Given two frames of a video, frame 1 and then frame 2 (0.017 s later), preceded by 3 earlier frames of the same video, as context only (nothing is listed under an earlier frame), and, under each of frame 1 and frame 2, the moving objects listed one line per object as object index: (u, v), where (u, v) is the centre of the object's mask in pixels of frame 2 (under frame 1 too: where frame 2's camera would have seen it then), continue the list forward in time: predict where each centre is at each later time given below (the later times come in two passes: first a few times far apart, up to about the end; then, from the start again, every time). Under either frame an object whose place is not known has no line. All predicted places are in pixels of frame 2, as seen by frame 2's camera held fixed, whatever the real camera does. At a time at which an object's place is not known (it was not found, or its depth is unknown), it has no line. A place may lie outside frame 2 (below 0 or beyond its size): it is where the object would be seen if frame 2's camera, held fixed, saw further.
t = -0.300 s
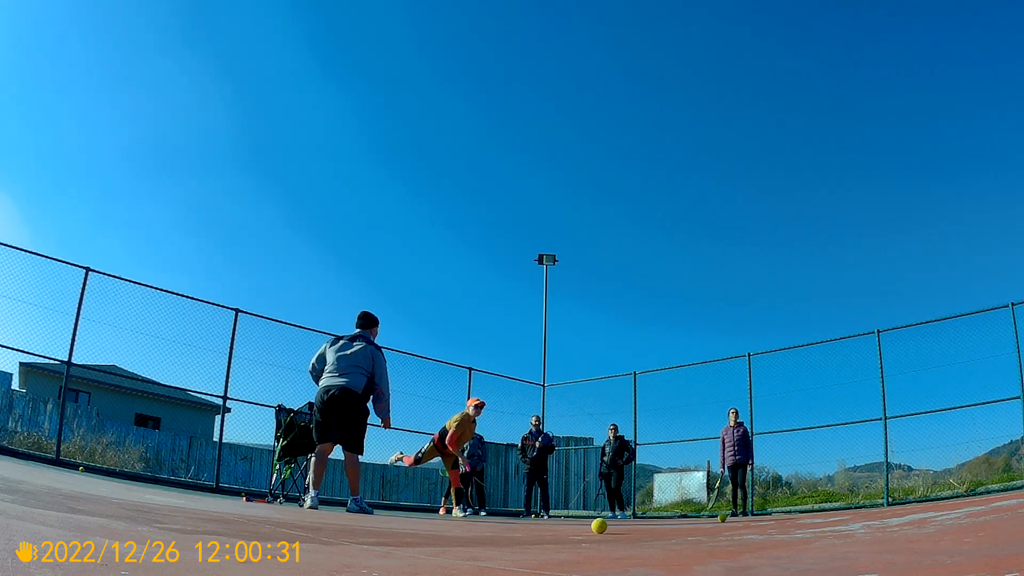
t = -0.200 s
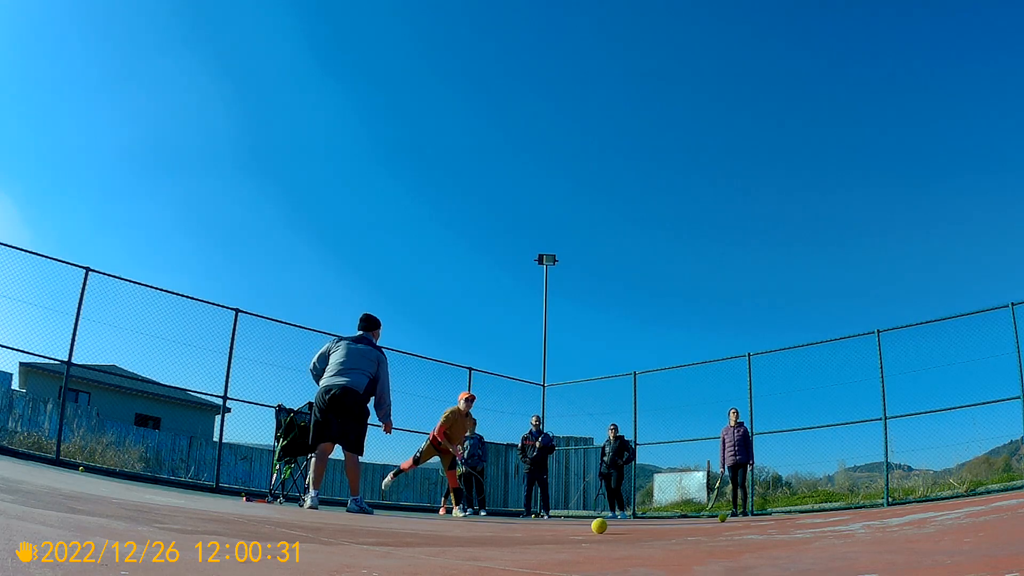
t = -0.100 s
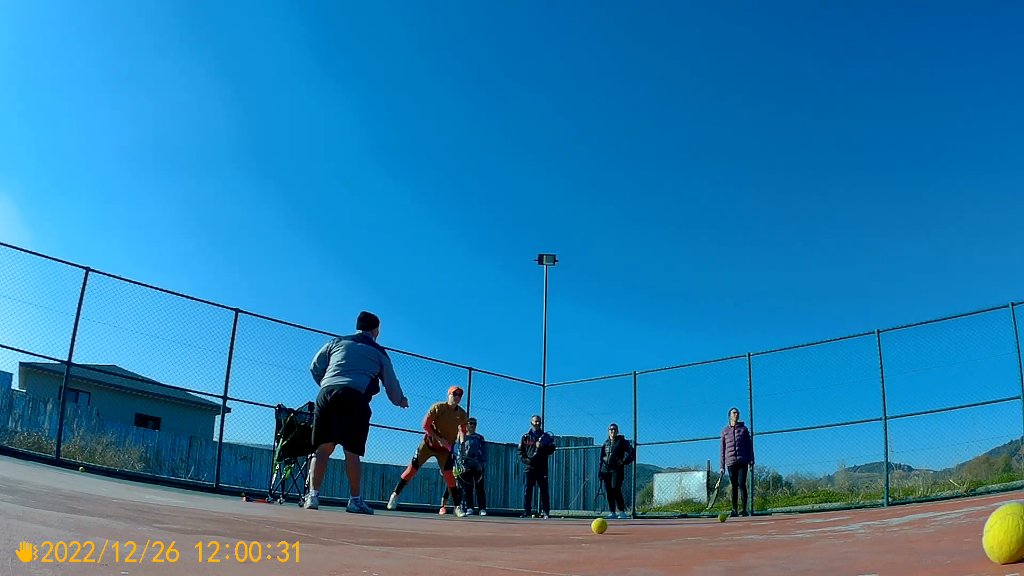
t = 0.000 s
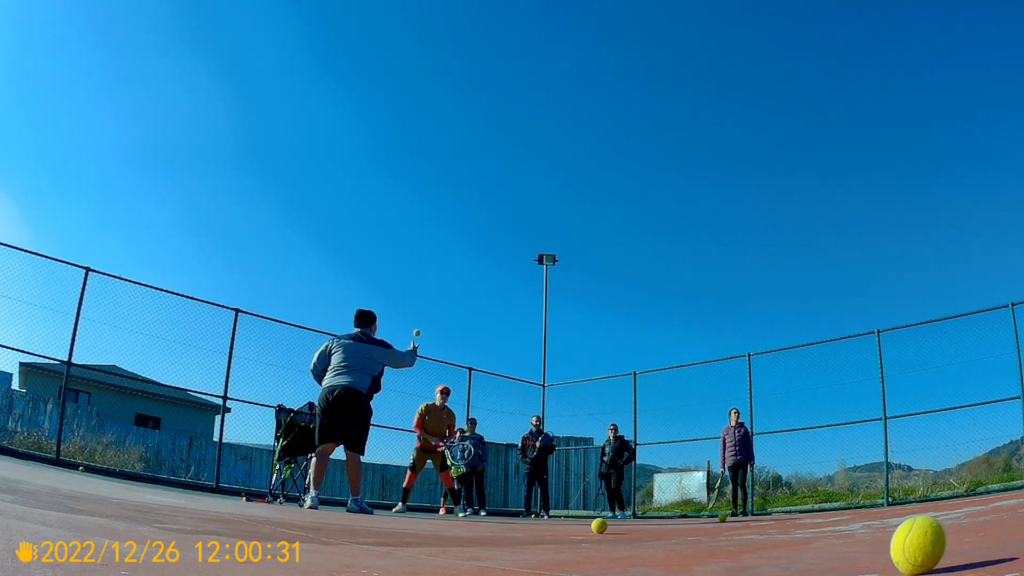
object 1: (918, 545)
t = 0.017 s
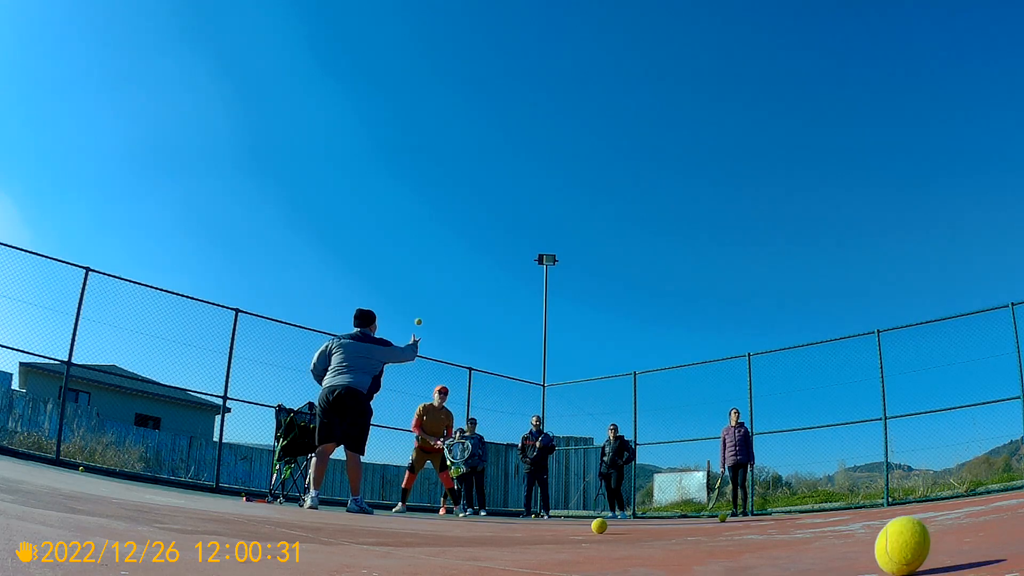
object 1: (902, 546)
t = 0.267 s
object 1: (679, 554)
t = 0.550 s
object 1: (482, 546)
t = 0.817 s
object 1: (355, 532)
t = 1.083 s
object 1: (266, 519)
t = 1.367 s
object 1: (199, 506)
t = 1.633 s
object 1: (154, 497)
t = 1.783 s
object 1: (133, 492)
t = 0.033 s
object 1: (887, 548)
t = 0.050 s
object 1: (871, 548)
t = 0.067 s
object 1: (856, 549)
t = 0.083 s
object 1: (840, 550)
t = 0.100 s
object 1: (825, 551)
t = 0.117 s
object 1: (810, 551)
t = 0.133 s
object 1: (794, 552)
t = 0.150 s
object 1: (779, 553)
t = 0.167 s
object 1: (765, 553)
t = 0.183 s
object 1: (750, 553)
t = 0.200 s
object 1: (735, 553)
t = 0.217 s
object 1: (721, 554)
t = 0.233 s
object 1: (707, 554)
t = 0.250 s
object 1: (692, 554)
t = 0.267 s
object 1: (679, 554)
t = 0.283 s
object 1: (665, 554)
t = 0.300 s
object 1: (652, 553)
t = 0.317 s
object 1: (639, 554)
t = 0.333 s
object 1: (626, 553)
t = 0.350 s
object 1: (613, 553)
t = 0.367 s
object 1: (601, 553)
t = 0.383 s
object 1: (589, 553)
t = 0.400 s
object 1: (577, 552)
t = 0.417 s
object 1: (565, 552)
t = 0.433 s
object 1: (554, 551)
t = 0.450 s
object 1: (543, 551)
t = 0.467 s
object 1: (532, 550)
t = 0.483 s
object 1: (522, 549)
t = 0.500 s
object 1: (512, 548)
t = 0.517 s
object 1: (502, 548)
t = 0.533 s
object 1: (492, 547)
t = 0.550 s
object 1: (482, 546)
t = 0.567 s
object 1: (473, 545)
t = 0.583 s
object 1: (463, 544)
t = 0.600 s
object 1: (455, 543)
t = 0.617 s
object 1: (446, 543)
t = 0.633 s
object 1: (437, 541)
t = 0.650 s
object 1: (429, 541)
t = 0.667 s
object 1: (421, 540)
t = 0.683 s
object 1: (412, 540)
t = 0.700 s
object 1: (404, 538)
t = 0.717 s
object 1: (397, 537)
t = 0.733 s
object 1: (389, 536)
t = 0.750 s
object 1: (382, 536)
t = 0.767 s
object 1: (375, 535)
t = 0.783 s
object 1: (368, 534)
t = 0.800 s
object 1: (361, 533)
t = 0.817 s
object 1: (355, 532)
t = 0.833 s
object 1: (348, 532)
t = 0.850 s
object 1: (342, 531)
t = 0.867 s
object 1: (335, 530)
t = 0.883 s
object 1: (329, 529)
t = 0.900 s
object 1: (323, 528)
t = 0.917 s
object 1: (317, 527)
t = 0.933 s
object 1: (311, 526)
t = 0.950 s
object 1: (306, 525)
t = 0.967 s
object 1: (300, 524)
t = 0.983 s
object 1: (295, 524)
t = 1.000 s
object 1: (290, 523)
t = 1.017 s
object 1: (285, 522)
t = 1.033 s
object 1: (280, 521)
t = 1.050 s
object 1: (275, 520)
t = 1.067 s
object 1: (270, 519)
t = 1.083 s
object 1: (266, 519)
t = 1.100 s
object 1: (261, 518)
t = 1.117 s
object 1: (256, 517)
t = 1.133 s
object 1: (252, 516)
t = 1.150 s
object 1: (248, 515)
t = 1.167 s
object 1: (244, 514)
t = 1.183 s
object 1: (239, 514)
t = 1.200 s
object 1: (235, 513)
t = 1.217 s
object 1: (232, 512)
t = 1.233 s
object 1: (228, 512)
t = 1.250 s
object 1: (224, 511)
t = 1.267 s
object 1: (220, 510)
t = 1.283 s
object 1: (217, 510)
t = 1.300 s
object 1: (213, 509)
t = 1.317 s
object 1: (209, 508)
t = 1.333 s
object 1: (206, 507)
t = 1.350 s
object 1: (203, 507)
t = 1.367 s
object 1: (199, 506)
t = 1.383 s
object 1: (196, 505)
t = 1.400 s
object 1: (193, 505)
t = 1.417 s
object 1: (190, 504)
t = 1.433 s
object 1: (186, 503)
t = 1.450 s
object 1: (183, 503)
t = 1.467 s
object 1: (180, 502)
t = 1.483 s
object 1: (178, 502)
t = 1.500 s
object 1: (175, 501)
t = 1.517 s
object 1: (172, 501)
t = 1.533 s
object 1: (169, 500)
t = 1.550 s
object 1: (166, 500)
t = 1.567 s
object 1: (164, 499)
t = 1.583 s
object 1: (161, 498)
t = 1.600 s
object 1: (159, 498)
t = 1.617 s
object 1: (156, 497)
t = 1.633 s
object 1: (154, 497)
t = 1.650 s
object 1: (151, 496)
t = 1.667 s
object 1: (149, 496)
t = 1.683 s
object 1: (146, 495)
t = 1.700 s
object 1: (144, 494)
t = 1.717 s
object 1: (142, 494)
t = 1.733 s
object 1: (140, 493)
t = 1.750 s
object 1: (138, 493)
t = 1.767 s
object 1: (136, 492)
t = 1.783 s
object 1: (133, 492)
